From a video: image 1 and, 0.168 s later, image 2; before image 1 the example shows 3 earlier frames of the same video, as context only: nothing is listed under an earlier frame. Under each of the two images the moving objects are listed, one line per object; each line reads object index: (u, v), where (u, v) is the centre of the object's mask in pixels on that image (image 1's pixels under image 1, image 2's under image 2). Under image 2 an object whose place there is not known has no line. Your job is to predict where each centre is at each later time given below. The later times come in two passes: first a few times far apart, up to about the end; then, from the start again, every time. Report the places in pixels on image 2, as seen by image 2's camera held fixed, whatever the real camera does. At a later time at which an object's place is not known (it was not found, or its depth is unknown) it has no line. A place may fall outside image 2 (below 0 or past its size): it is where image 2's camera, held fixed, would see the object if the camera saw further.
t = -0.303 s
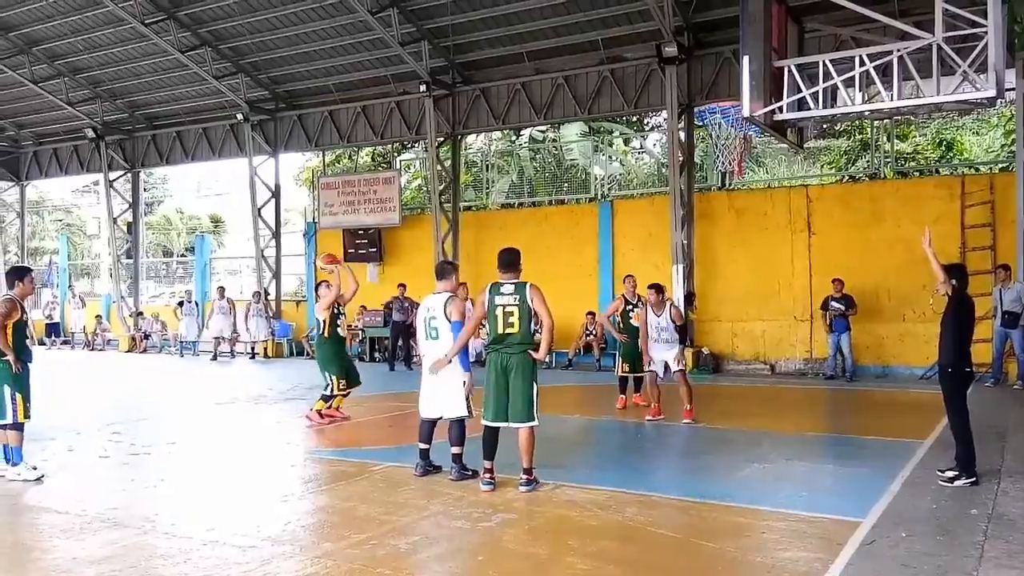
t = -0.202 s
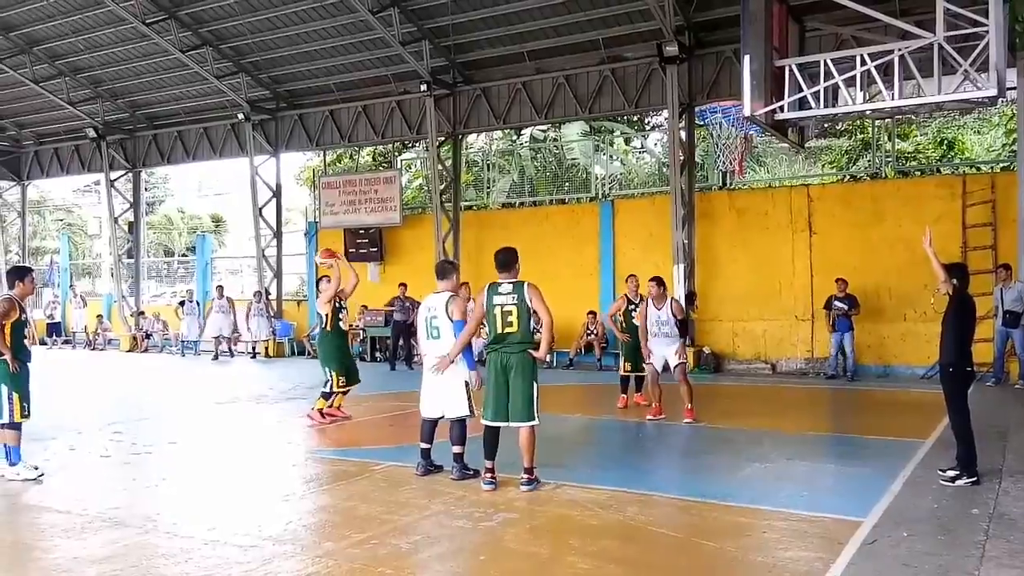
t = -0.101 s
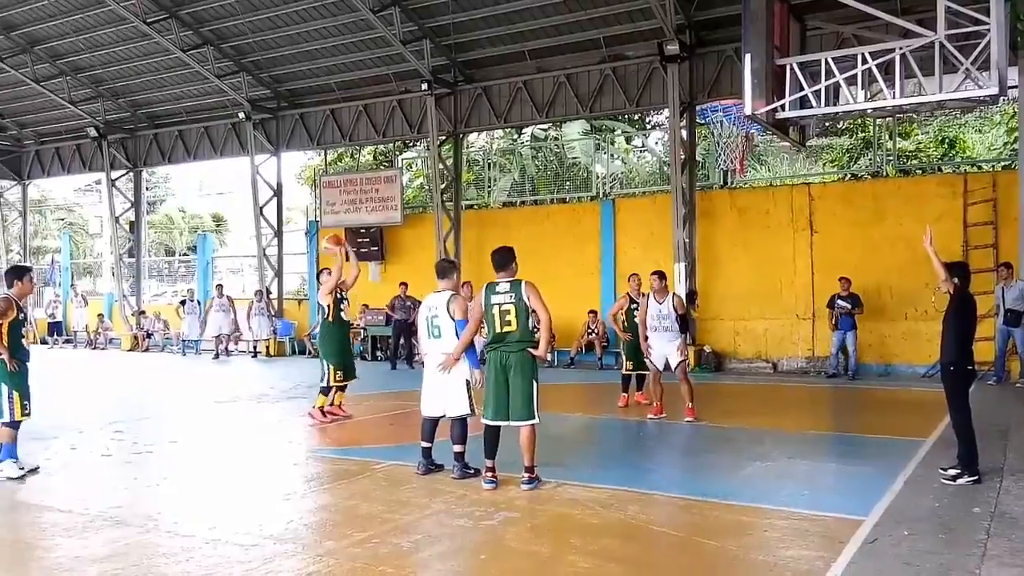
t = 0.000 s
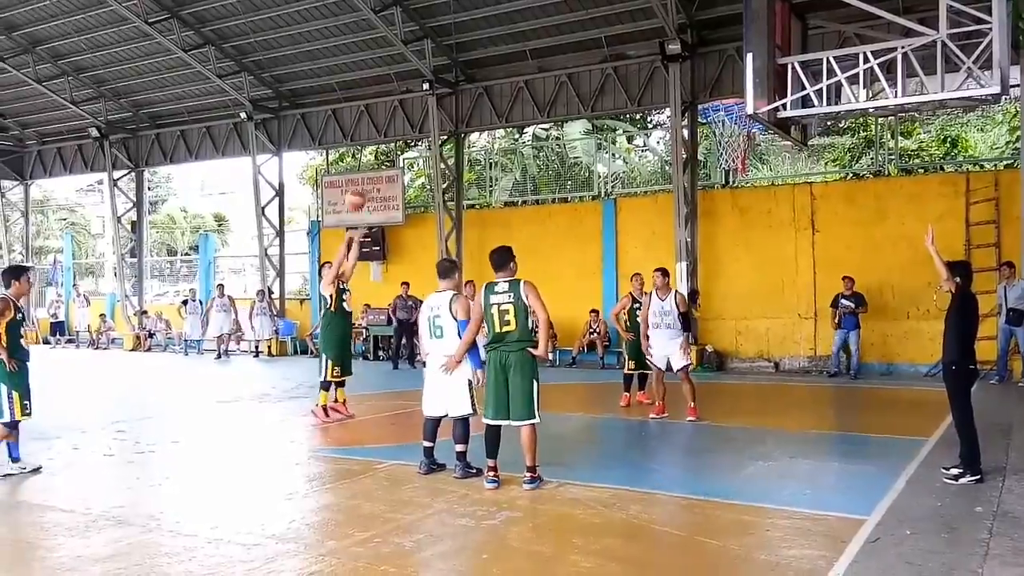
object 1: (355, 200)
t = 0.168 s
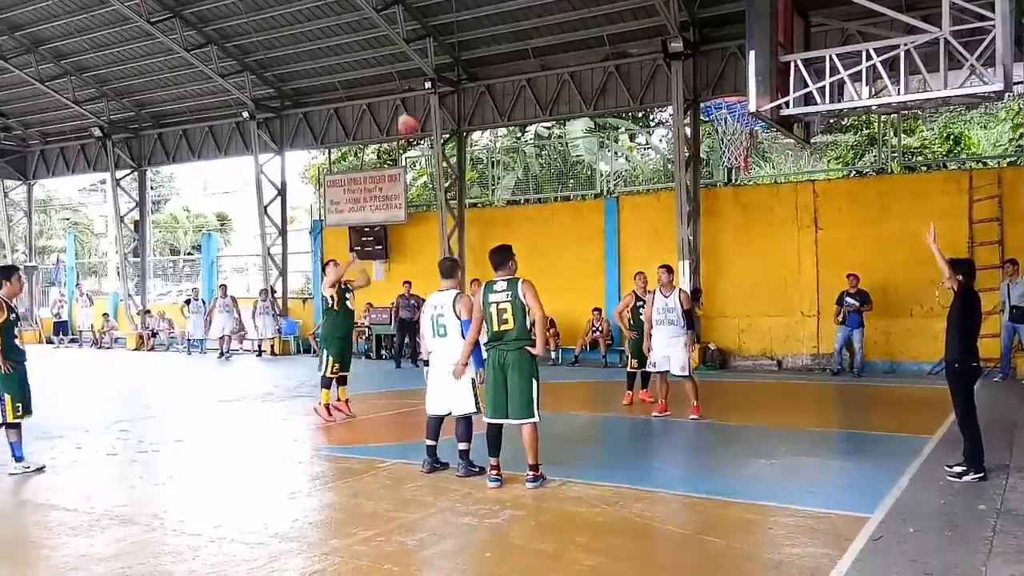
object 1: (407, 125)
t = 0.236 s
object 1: (430, 99)
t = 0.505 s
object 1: (522, 36)
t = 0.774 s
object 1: (629, 38)
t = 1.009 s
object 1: (734, 105)
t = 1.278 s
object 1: (755, 146)
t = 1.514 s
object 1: (742, 221)
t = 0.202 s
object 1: (418, 112)
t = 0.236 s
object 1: (430, 99)
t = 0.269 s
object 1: (441, 88)
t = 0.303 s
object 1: (450, 78)
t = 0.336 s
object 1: (461, 70)
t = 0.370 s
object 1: (473, 61)
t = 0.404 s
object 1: (486, 52)
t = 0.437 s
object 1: (498, 45)
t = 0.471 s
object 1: (510, 40)
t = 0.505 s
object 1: (522, 36)
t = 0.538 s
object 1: (536, 32)
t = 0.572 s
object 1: (548, 29)
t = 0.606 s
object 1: (561, 28)
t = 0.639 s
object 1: (574, 27)
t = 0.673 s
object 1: (588, 28)
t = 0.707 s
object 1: (601, 29)
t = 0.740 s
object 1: (615, 33)
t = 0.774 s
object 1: (629, 38)
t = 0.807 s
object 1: (642, 42)
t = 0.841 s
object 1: (657, 50)
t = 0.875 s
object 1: (672, 57)
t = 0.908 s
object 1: (687, 66)
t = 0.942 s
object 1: (704, 78)
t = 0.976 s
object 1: (718, 89)
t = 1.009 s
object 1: (734, 105)
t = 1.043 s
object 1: (750, 124)
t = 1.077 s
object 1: (758, 130)
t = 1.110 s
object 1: (761, 132)
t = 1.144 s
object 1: (759, 132)
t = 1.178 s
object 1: (758, 132)
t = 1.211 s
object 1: (759, 136)
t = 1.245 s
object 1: (756, 140)
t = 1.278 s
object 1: (755, 146)
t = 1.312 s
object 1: (753, 154)
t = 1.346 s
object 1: (752, 160)
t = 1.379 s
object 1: (749, 169)
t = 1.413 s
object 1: (748, 180)
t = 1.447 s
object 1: (746, 192)
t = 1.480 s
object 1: (744, 206)
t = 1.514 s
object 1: (742, 221)
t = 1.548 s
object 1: (740, 237)
